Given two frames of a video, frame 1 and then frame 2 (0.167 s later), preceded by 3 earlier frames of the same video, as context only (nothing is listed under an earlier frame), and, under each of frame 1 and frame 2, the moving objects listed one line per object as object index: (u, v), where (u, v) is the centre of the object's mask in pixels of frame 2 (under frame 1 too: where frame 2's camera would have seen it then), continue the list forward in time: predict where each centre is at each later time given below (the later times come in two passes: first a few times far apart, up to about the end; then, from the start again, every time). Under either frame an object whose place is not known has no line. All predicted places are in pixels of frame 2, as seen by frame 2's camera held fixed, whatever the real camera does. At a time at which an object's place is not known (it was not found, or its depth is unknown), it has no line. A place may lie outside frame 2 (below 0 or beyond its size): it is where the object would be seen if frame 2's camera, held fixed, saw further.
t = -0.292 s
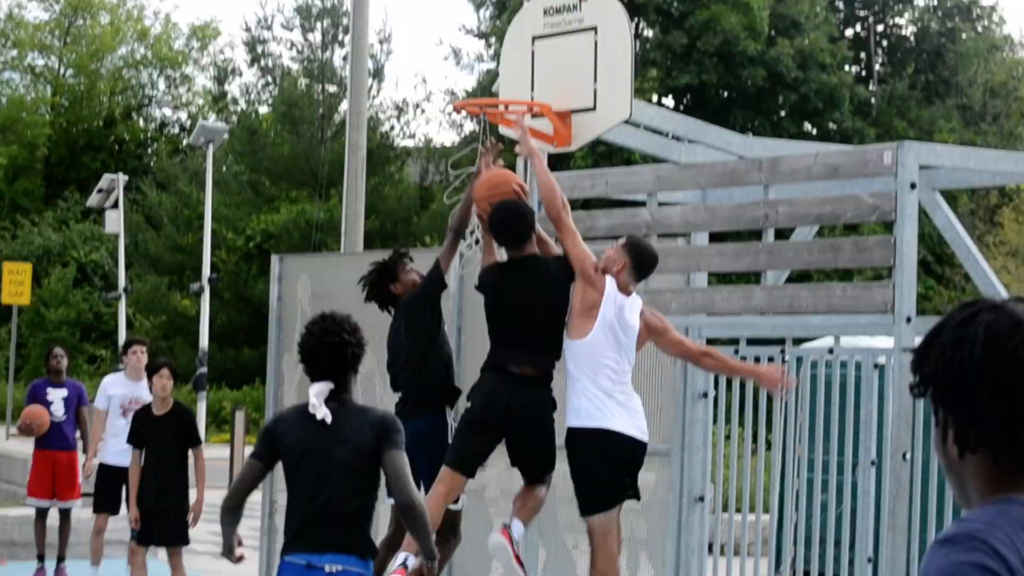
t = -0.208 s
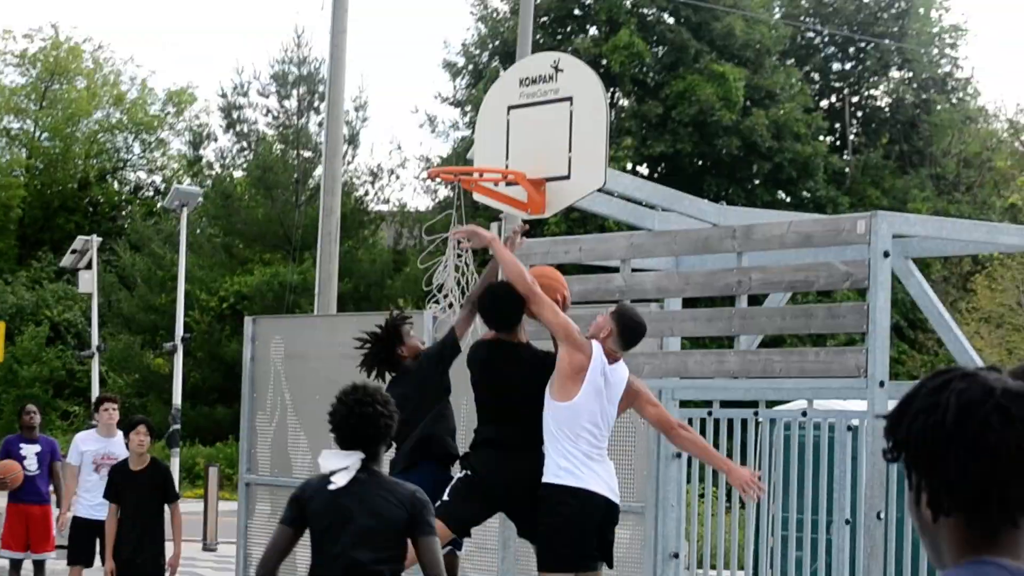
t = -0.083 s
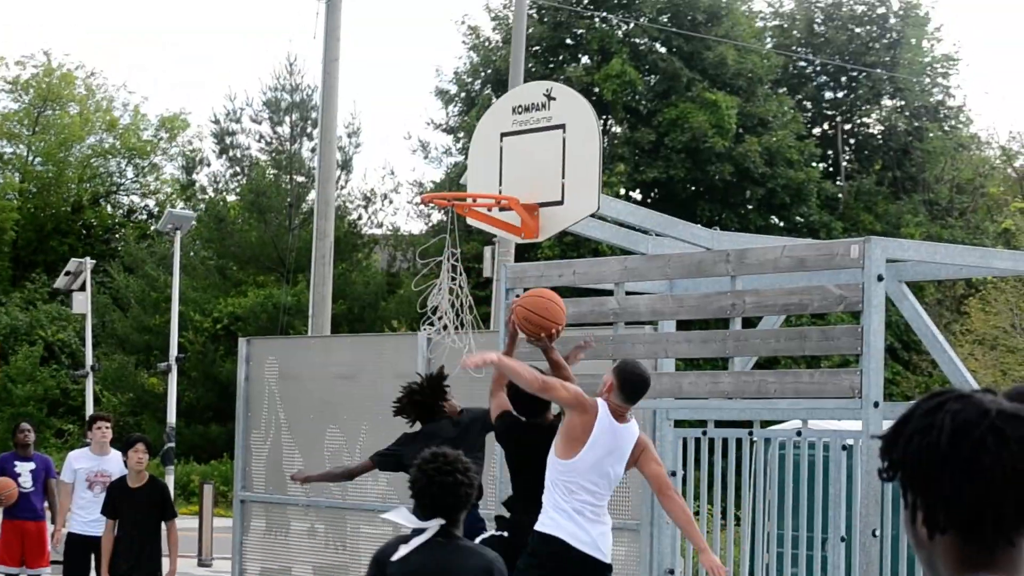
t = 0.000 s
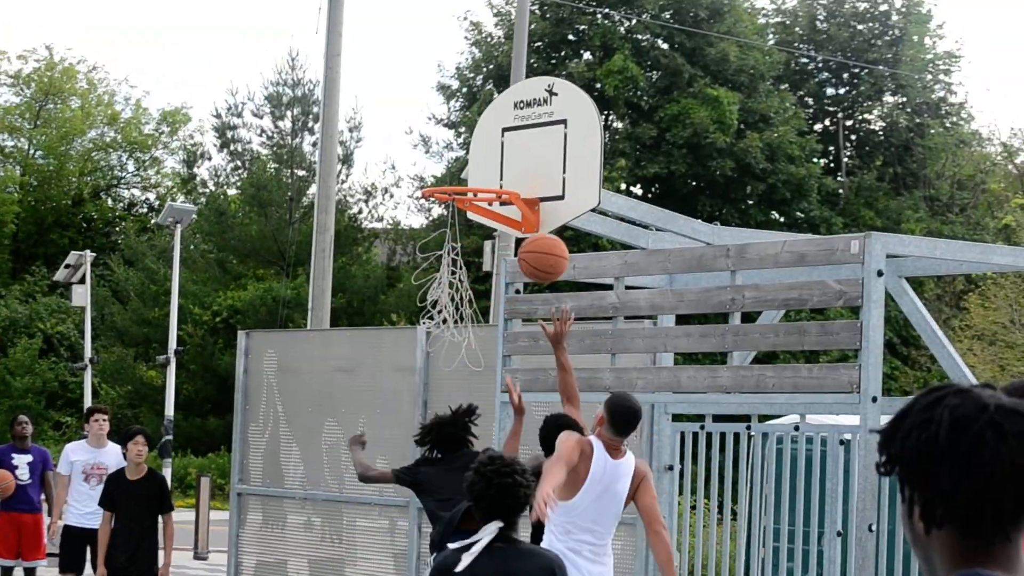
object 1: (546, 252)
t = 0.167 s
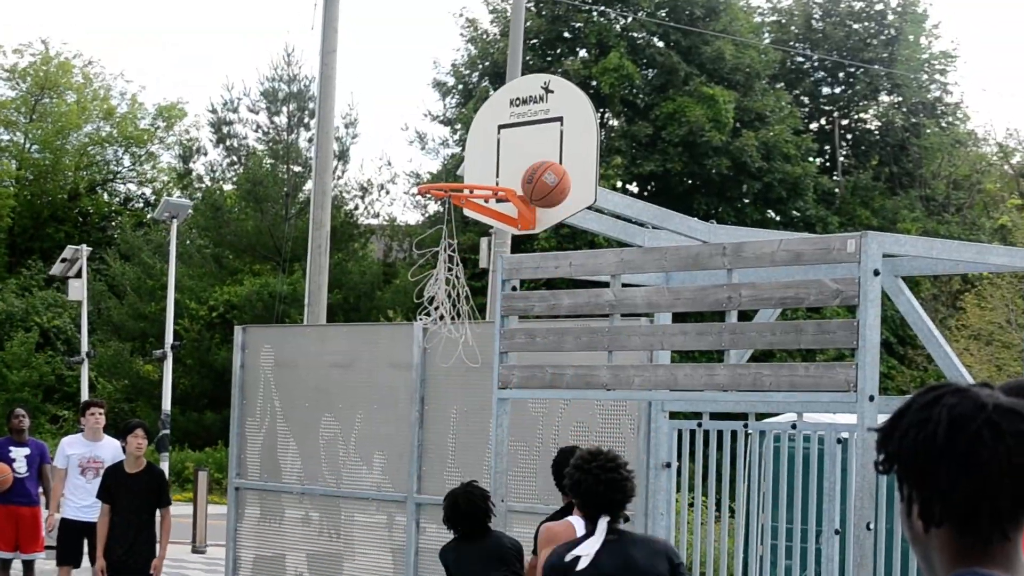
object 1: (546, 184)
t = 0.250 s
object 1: (552, 168)
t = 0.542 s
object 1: (542, 153)
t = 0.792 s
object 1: (558, 228)
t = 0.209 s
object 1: (545, 176)
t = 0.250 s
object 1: (552, 168)
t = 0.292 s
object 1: (550, 168)
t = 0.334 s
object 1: (542, 170)
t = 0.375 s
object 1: (531, 167)
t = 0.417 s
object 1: (531, 161)
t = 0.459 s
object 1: (539, 153)
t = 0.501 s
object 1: (538, 151)
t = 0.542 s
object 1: (542, 153)
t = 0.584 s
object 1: (546, 156)
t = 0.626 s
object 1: (547, 163)
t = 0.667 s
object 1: (553, 177)
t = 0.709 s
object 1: (557, 188)
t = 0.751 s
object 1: (555, 207)
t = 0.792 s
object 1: (558, 228)
